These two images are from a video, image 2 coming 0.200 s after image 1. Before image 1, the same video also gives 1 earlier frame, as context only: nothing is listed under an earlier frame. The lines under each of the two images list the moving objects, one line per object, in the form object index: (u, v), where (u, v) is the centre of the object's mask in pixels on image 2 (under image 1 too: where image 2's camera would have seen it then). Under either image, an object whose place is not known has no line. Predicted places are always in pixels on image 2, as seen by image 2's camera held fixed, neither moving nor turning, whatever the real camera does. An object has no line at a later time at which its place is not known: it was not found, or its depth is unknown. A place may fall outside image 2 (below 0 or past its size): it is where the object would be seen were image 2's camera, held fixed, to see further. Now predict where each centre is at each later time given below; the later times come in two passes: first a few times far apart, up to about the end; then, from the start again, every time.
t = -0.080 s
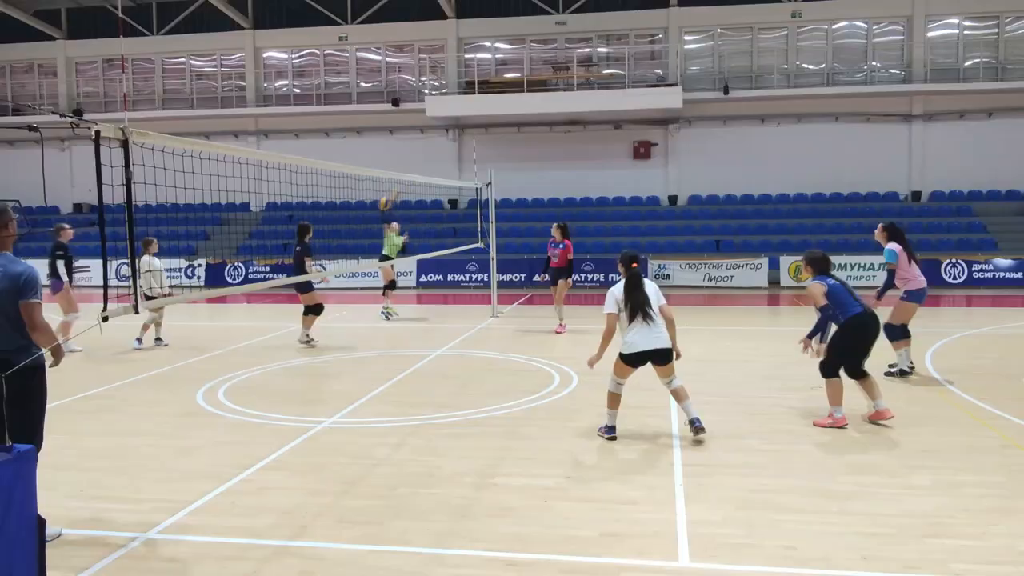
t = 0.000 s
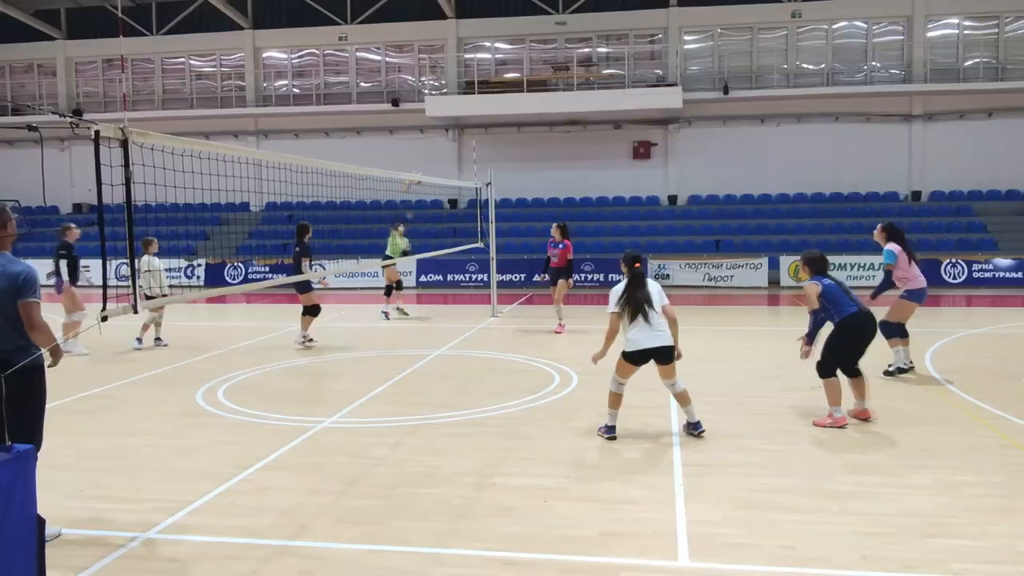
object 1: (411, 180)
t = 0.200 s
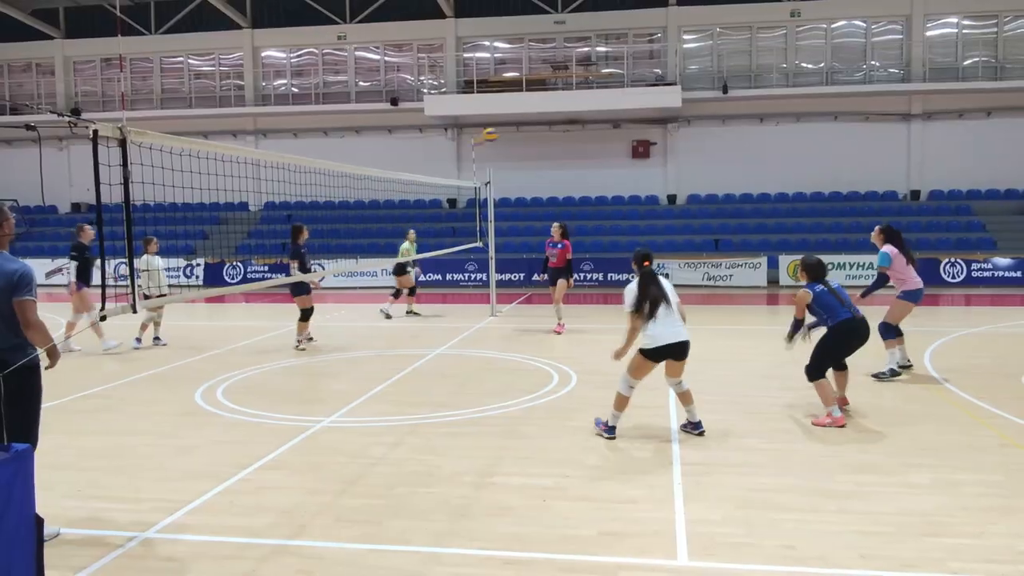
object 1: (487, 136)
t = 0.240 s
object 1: (503, 129)
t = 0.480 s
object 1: (612, 118)
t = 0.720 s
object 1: (750, 151)
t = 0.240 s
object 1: (503, 129)
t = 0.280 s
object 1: (517, 126)
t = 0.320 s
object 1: (537, 121)
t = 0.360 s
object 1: (554, 119)
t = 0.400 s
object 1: (571, 118)
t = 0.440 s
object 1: (594, 117)
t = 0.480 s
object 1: (612, 118)
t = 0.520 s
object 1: (636, 120)
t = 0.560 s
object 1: (657, 123)
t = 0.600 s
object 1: (678, 128)
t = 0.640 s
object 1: (707, 136)
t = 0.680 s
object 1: (728, 143)
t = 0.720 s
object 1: (750, 151)
